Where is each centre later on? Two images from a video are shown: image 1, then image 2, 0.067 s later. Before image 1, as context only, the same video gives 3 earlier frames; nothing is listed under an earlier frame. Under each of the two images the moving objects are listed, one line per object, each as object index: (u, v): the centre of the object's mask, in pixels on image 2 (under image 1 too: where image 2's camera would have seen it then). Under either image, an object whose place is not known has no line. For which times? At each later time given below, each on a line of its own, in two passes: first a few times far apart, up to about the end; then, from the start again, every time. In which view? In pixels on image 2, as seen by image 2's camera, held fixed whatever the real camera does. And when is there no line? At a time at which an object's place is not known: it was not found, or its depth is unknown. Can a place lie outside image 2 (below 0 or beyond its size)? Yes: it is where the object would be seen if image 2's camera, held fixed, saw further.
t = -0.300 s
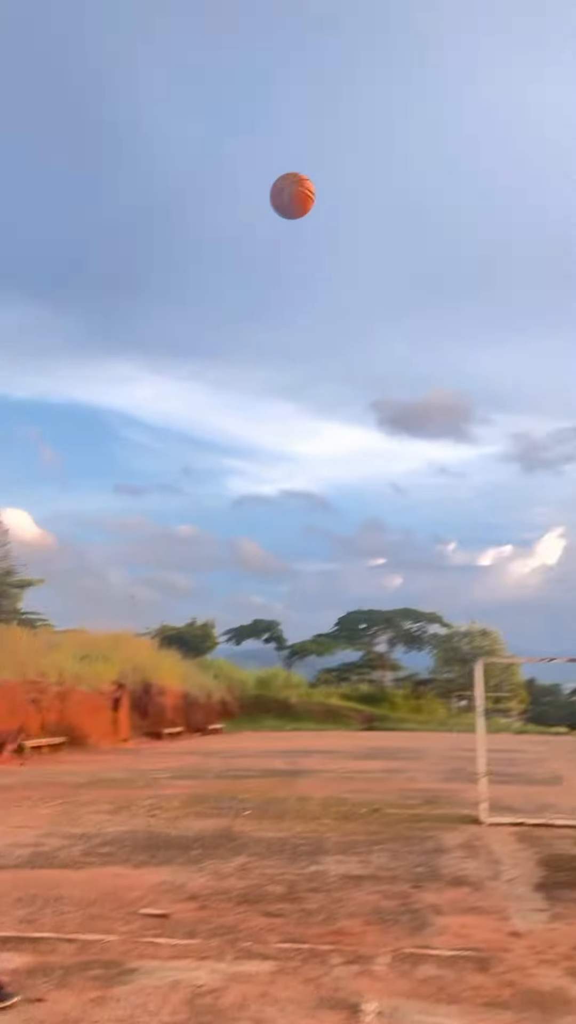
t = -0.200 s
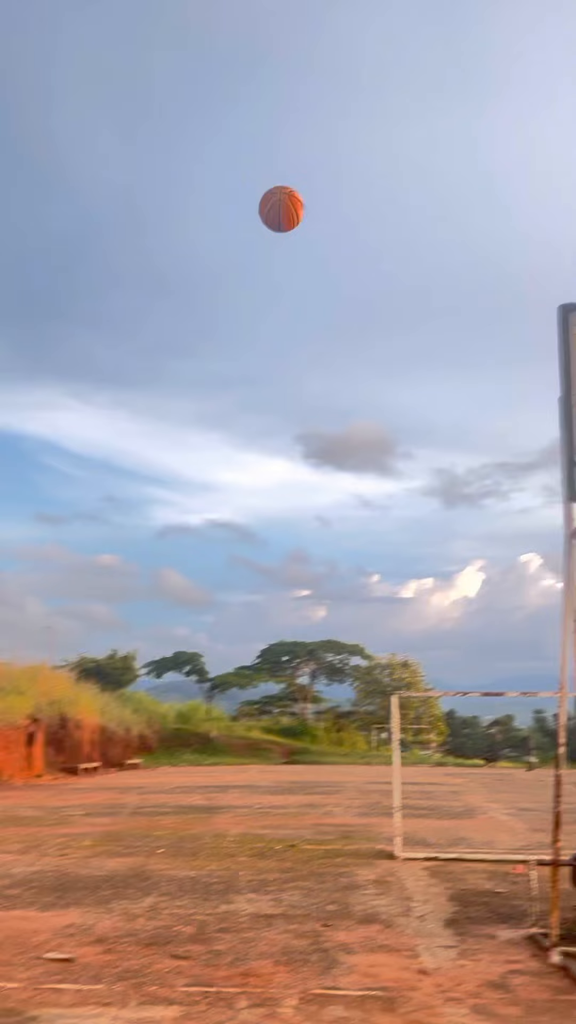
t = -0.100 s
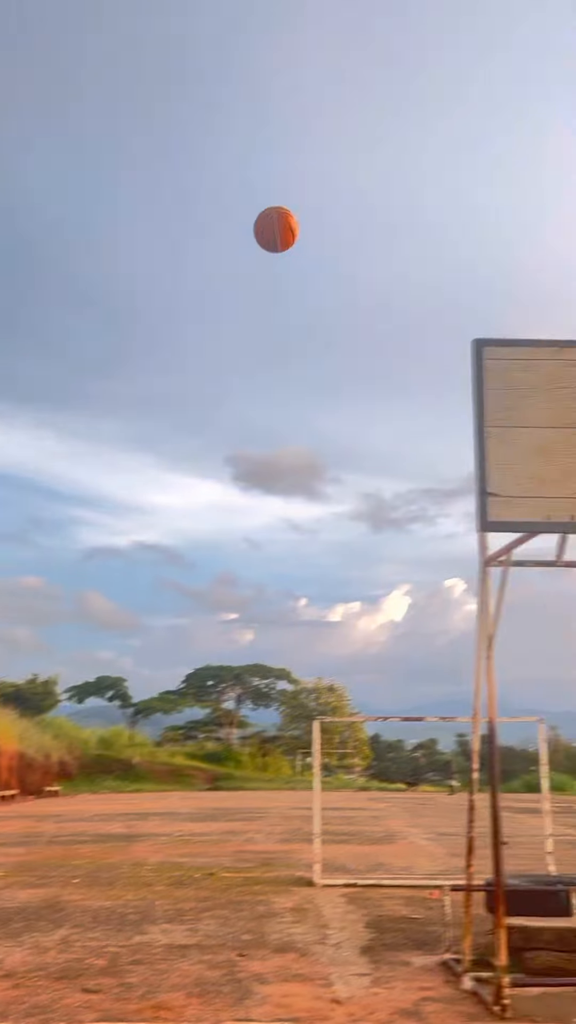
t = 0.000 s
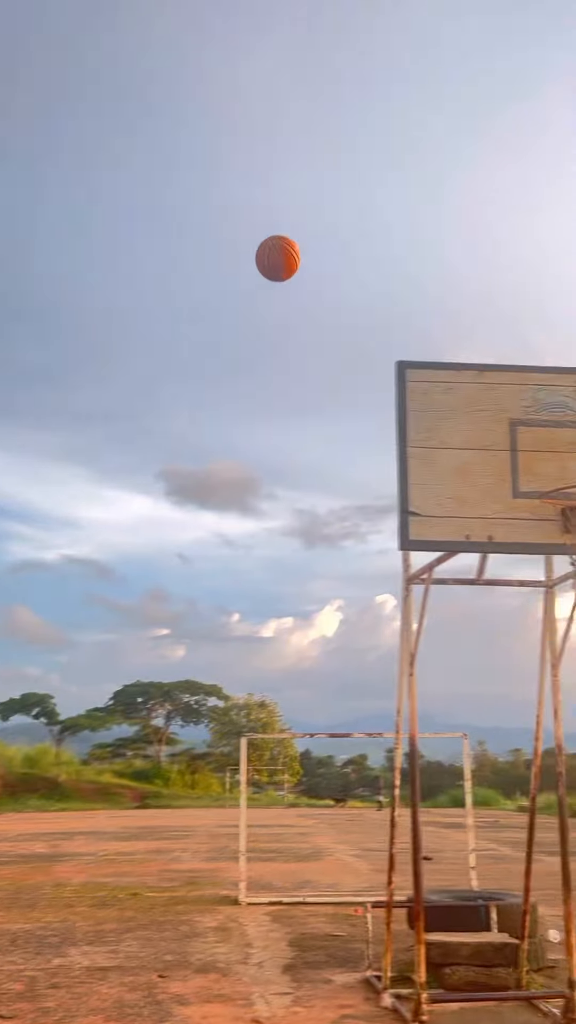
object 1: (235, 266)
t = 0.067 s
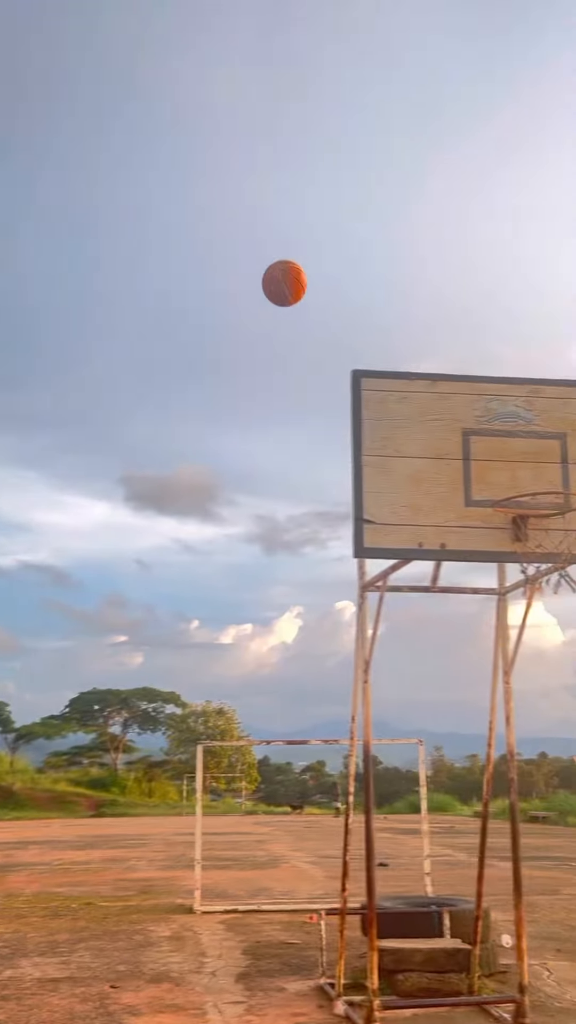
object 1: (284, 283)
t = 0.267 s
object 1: (439, 379)
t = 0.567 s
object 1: (493, 533)
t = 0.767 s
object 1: (522, 561)
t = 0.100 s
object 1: (309, 294)
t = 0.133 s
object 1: (335, 308)
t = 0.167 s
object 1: (360, 322)
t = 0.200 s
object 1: (386, 339)
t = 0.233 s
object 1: (412, 358)
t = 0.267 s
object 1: (439, 379)
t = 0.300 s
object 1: (466, 401)
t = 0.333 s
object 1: (494, 426)
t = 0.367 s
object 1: (522, 454)
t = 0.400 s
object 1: (552, 485)
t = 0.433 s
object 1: (558, 508)
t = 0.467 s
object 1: (530, 524)
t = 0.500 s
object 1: (510, 538)
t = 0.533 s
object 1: (499, 540)
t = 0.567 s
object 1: (493, 533)
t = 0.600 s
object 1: (493, 536)
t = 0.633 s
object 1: (496, 537)
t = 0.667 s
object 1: (501, 541)
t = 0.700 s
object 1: (507, 547)
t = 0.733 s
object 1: (514, 554)
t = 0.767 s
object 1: (522, 561)
